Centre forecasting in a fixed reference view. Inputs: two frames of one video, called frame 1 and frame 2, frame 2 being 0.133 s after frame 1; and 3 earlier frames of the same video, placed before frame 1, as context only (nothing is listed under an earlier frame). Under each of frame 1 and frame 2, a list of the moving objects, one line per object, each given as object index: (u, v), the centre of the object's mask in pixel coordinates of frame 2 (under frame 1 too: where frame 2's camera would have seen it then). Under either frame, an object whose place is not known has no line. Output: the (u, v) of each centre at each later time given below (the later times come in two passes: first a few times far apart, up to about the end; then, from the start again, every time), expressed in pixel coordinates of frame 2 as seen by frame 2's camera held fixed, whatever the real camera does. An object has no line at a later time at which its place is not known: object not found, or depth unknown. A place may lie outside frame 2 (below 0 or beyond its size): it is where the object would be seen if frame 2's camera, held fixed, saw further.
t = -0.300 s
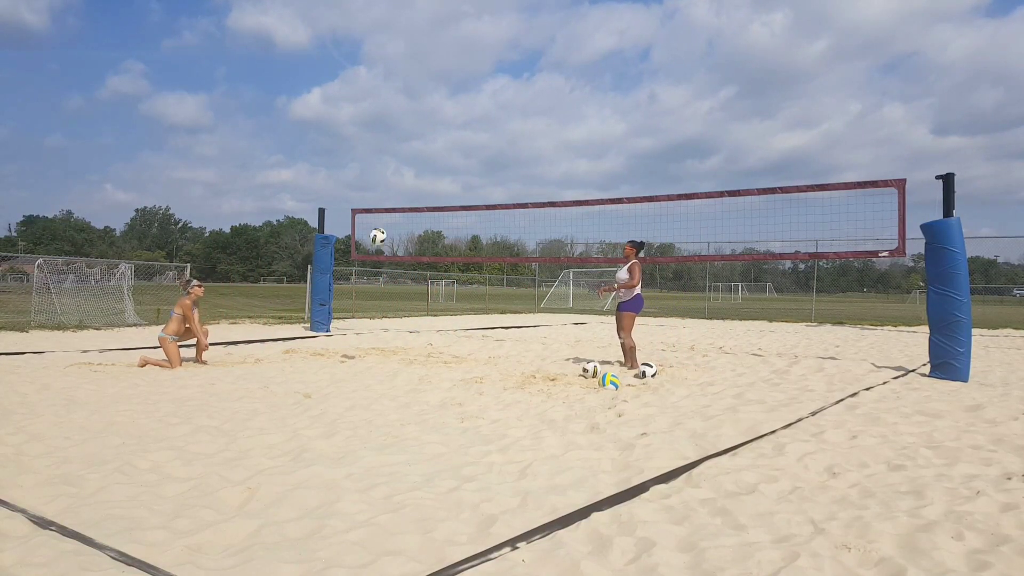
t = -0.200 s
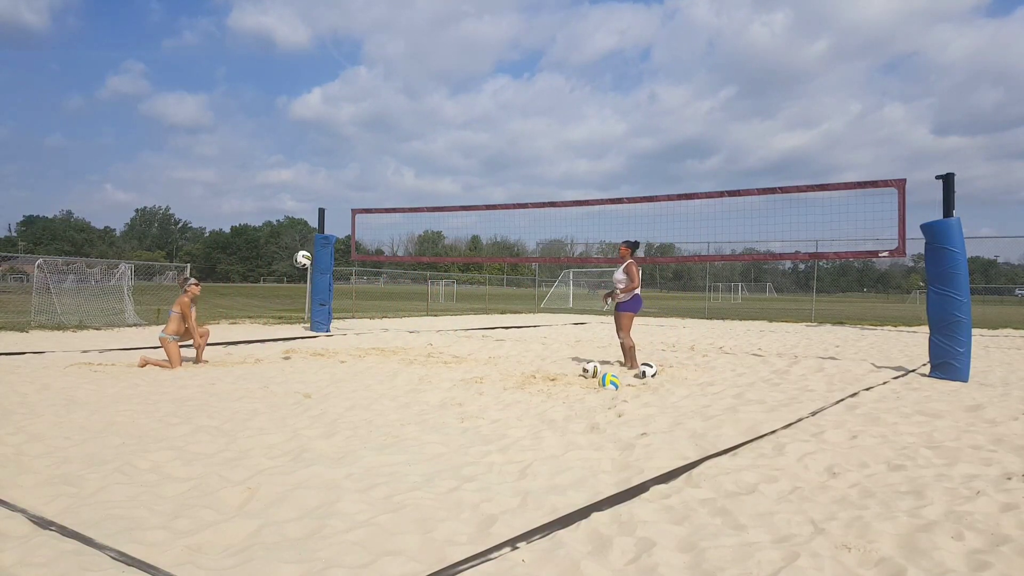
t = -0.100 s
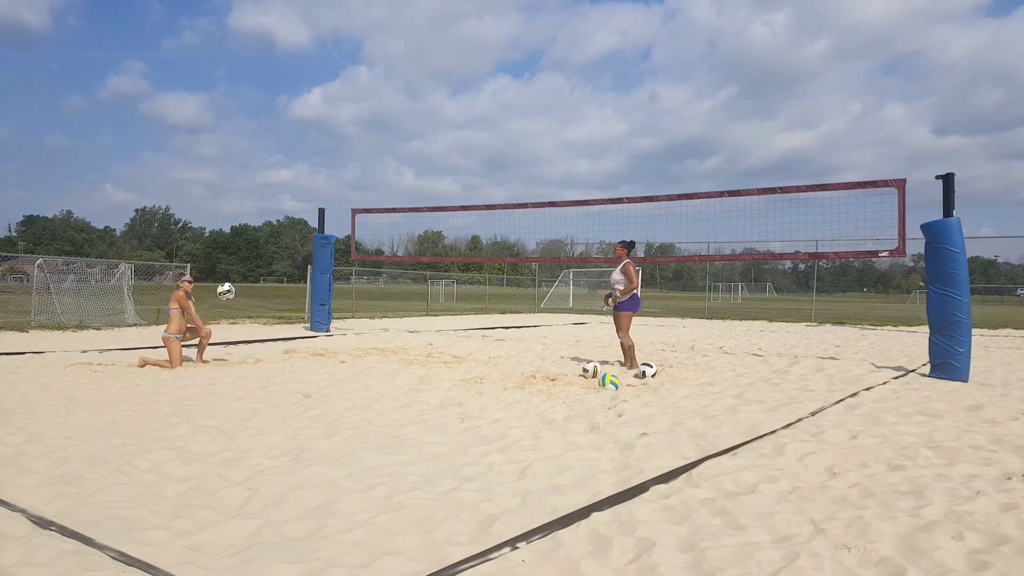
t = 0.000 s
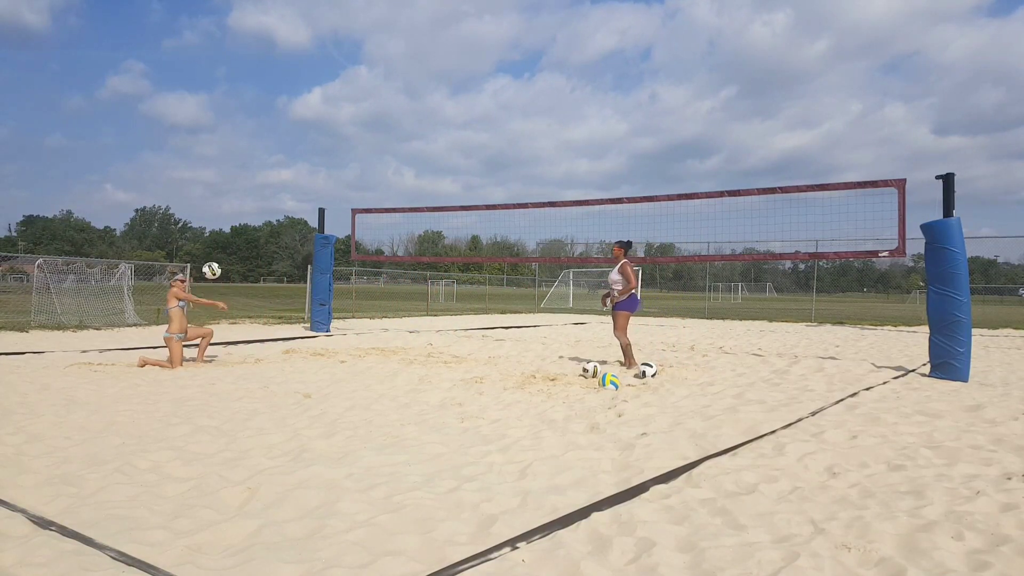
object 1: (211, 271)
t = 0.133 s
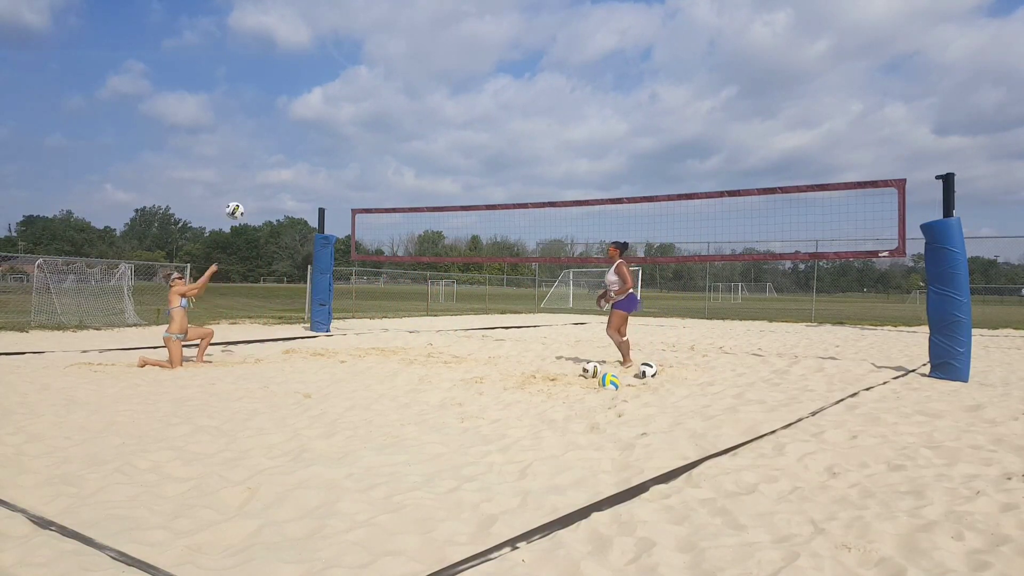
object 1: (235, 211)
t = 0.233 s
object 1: (252, 175)
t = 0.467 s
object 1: (291, 122)
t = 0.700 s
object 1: (329, 112)
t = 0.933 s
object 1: (368, 146)
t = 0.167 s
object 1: (240, 198)
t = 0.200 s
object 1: (246, 186)
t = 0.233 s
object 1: (252, 175)
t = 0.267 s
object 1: (257, 165)
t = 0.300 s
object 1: (263, 155)
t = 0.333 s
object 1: (269, 147)
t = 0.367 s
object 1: (274, 140)
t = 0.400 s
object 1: (280, 133)
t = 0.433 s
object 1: (285, 127)
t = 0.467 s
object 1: (291, 122)
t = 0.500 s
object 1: (296, 118)
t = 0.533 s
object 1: (302, 115)
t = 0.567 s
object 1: (307, 112)
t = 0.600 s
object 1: (313, 111)
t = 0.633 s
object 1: (318, 110)
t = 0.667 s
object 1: (324, 111)
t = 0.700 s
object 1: (329, 112)
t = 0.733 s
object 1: (335, 115)
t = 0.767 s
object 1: (341, 117)
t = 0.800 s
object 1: (346, 121)
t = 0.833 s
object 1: (351, 126)
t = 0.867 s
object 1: (357, 132)
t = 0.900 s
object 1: (363, 138)
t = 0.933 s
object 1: (368, 146)
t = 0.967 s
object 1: (374, 154)
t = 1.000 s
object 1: (379, 163)
